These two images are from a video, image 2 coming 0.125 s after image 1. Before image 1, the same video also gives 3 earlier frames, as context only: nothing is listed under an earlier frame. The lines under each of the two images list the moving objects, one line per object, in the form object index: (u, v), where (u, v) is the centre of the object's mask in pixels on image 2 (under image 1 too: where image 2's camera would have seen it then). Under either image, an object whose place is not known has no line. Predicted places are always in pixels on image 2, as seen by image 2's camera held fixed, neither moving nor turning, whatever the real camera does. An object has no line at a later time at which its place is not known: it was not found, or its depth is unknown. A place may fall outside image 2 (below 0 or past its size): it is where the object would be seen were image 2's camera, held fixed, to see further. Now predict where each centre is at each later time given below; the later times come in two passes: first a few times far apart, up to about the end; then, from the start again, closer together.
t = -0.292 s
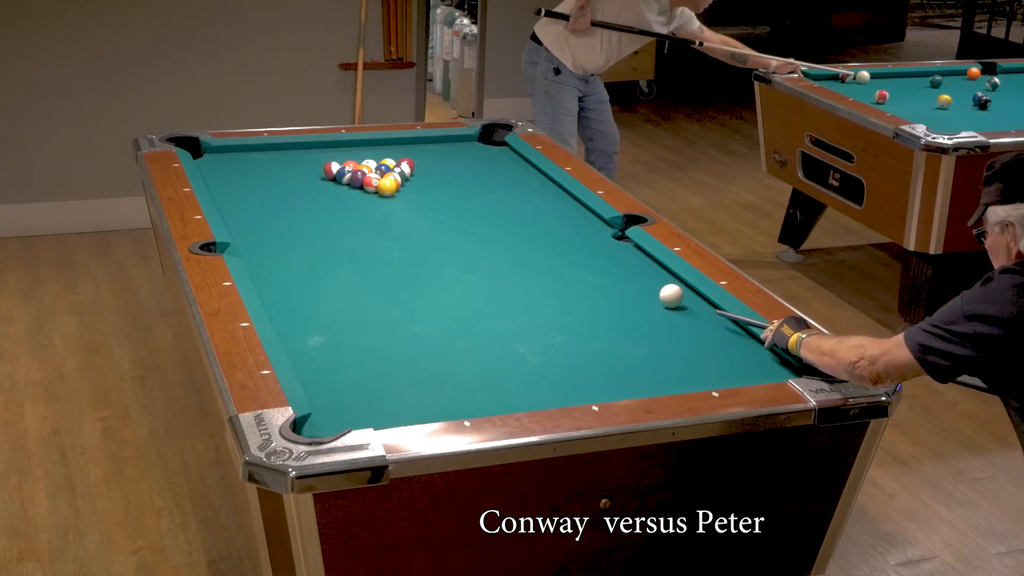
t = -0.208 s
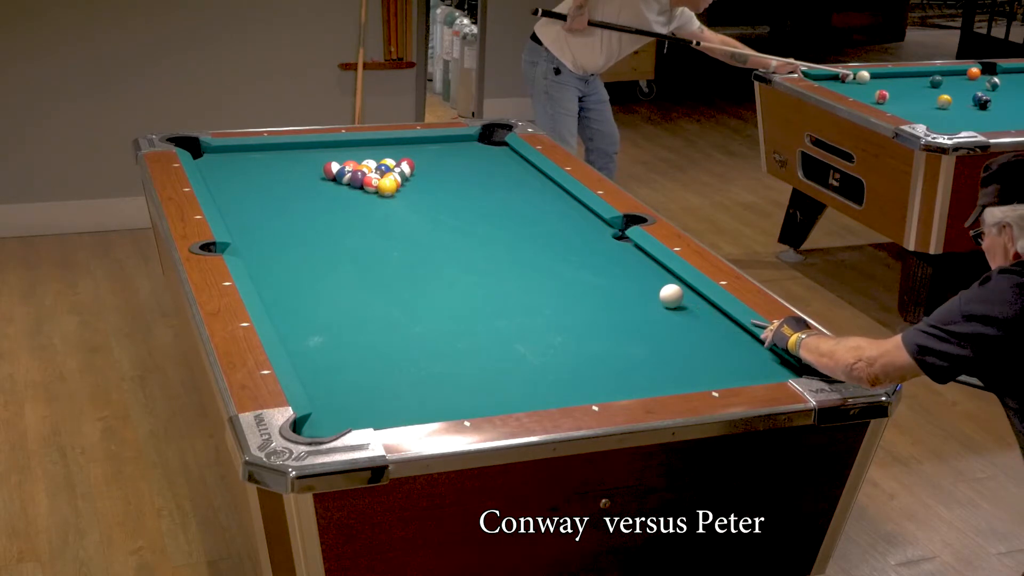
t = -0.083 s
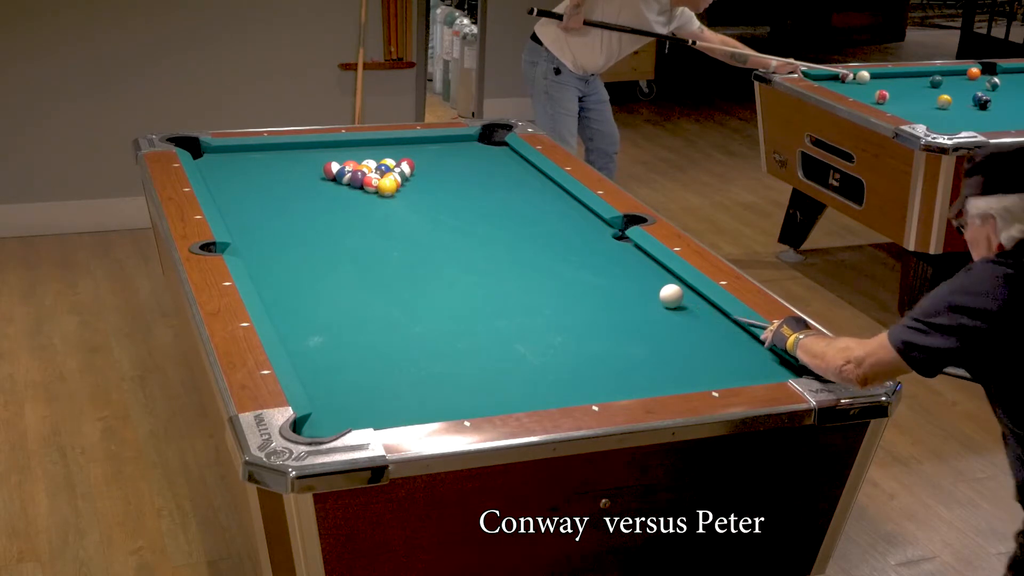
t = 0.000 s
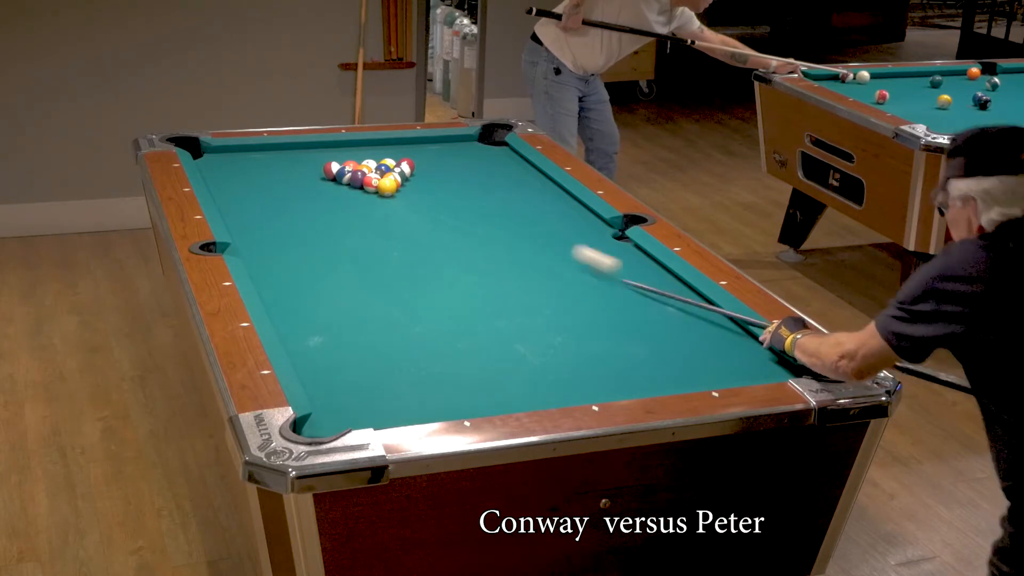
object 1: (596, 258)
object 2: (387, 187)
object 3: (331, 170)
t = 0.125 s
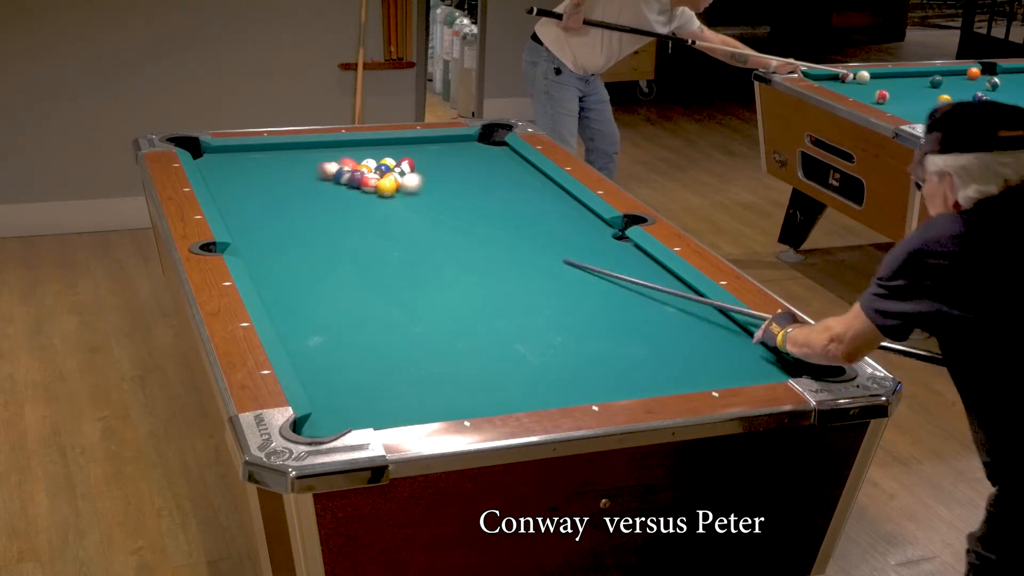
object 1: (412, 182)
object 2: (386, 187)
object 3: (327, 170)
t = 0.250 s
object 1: (470, 170)
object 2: (378, 194)
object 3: (243, 173)
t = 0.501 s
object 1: (487, 156)
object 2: (363, 207)
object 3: (245, 171)
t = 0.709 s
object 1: (433, 147)
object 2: (351, 219)
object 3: (229, 167)
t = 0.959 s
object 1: (378, 142)
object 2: (336, 233)
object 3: (214, 163)
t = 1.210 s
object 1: (342, 153)
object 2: (320, 247)
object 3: (203, 159)
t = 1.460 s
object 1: (303, 162)
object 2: (305, 261)
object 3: (204, 157)
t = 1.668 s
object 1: (271, 170)
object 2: (292, 272)
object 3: (207, 154)
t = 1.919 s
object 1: (232, 179)
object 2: (276, 287)
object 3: (210, 152)
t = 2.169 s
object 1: (229, 187)
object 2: (275, 298)
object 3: (212, 152)
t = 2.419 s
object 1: (257, 193)
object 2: (290, 306)
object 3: (214, 151)
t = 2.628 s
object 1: (280, 198)
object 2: (301, 312)
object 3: (215, 151)
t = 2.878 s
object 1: (306, 204)
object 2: (315, 318)
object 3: (215, 151)
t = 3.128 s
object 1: (331, 210)
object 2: (326, 324)
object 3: (215, 151)
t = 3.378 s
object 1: (356, 216)
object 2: (337, 330)
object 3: (215, 151)
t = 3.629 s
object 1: (380, 217)
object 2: (346, 334)
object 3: (215, 151)
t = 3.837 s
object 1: (399, 225)
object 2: (352, 337)
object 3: (215, 151)
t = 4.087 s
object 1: (420, 229)
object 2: (358, 341)
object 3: (215, 151)
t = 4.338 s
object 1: (440, 233)
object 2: (362, 343)
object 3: (215, 151)
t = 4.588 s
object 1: (459, 237)
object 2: (365, 344)
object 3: (215, 151)
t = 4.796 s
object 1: (473, 240)
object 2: (365, 345)
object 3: (215, 151)
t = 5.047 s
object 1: (488, 243)
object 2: (365, 345)
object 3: (215, 151)
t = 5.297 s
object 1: (502, 246)
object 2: (365, 345)
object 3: (215, 151)
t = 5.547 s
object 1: (514, 248)
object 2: (365, 345)
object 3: (215, 151)
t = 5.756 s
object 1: (523, 250)
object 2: (365, 345)
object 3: (215, 151)
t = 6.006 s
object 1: (531, 252)
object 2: (365, 345)
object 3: (215, 151)
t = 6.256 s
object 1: (538, 253)
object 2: (365, 344)
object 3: (215, 151)
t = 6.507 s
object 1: (543, 254)
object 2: (365, 345)
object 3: (215, 151)
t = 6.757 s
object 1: (546, 255)
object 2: (365, 345)
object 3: (215, 151)
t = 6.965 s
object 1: (546, 255)
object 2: (365, 345)
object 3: (215, 151)
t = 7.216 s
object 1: (546, 255)
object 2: (365, 345)
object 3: (215, 151)
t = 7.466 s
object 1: (546, 255)
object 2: (365, 345)
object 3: (215, 151)
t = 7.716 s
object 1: (546, 255)
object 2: (365, 345)
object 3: (215, 151)
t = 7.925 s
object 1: (546, 255)
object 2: (365, 345)
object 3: (215, 151)
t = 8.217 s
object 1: (546, 255)
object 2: (365, 345)
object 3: (215, 151)
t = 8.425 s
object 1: (546, 255)
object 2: (365, 345)
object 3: (215, 151)
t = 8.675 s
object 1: (546, 255)
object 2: (365, 345)
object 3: (215, 151)
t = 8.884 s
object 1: (546, 255)
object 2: (365, 345)
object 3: (215, 151)
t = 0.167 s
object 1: (431, 177)
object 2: (383, 190)
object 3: (301, 171)
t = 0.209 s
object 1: (451, 174)
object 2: (380, 192)
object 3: (271, 172)
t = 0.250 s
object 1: (470, 170)
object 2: (378, 194)
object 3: (243, 173)
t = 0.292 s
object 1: (489, 167)
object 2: (376, 197)
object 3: (219, 175)
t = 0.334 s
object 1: (505, 163)
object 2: (373, 199)
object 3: (216, 175)
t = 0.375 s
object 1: (521, 161)
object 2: (371, 201)
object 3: (231, 174)
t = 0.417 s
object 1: (511, 159)
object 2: (368, 203)
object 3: (245, 173)
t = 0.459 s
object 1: (498, 157)
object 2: (366, 205)
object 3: (251, 172)
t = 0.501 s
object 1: (487, 156)
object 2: (363, 207)
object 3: (245, 171)
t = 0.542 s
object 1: (476, 154)
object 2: (361, 210)
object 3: (240, 170)
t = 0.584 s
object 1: (465, 152)
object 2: (358, 212)
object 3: (236, 169)
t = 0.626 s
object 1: (454, 151)
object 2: (356, 214)
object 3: (233, 168)
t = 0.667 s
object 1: (444, 149)
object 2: (353, 216)
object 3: (231, 168)
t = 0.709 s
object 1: (433, 147)
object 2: (351, 219)
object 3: (229, 167)
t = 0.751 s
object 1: (422, 146)
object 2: (348, 221)
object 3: (226, 167)
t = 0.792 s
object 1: (414, 144)
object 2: (346, 223)
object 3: (224, 166)
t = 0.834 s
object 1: (401, 140)
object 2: (343, 226)
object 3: (221, 166)
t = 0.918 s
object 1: (385, 140)
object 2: (338, 230)
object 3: (217, 163)
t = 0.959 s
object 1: (378, 142)
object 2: (336, 233)
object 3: (214, 163)
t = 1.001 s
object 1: (373, 145)
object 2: (333, 235)
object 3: (212, 162)
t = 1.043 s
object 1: (367, 147)
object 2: (330, 237)
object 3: (210, 162)
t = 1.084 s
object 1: (360, 148)
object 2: (328, 240)
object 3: (208, 161)
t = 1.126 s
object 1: (354, 150)
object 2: (325, 242)
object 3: (206, 160)
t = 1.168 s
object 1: (348, 151)
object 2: (323, 244)
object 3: (204, 160)
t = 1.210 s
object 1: (342, 153)
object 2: (320, 247)
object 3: (203, 159)
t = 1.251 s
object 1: (335, 154)
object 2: (318, 249)
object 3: (202, 159)
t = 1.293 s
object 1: (329, 156)
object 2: (315, 251)
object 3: (203, 158)
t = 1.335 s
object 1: (323, 157)
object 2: (313, 253)
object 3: (203, 158)
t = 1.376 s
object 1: (316, 159)
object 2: (310, 256)
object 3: (203, 158)
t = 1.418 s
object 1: (310, 160)
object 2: (307, 258)
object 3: (204, 157)
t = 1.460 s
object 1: (303, 162)
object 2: (305, 261)
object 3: (204, 157)
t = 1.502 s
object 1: (297, 163)
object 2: (302, 263)
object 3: (205, 157)
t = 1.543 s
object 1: (291, 165)
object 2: (300, 265)
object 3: (205, 156)
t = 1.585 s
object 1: (284, 166)
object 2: (297, 268)
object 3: (206, 155)
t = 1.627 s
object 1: (278, 168)
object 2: (294, 270)
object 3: (207, 155)
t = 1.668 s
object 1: (271, 170)
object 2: (292, 272)
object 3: (207, 154)
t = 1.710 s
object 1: (265, 171)
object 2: (289, 275)
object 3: (208, 154)
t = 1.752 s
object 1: (258, 173)
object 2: (286, 277)
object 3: (208, 154)
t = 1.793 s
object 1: (252, 174)
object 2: (284, 279)
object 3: (209, 153)
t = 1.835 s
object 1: (245, 176)
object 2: (281, 282)
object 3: (209, 153)
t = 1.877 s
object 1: (239, 177)
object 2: (279, 284)
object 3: (210, 153)
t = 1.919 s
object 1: (232, 179)
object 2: (276, 287)
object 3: (210, 152)
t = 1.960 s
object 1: (226, 181)
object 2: (274, 289)
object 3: (210, 152)
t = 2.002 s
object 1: (219, 182)
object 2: (271, 291)
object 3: (211, 152)
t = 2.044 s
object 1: (215, 183)
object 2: (269, 293)
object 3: (211, 152)
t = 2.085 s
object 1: (219, 185)
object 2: (271, 295)
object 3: (211, 152)
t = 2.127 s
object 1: (224, 186)
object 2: (273, 297)
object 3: (212, 152)
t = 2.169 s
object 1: (229, 187)
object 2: (275, 298)
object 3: (212, 152)
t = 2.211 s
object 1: (233, 188)
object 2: (278, 299)
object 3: (212, 151)
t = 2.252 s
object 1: (238, 189)
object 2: (280, 300)
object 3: (212, 151)
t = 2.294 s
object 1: (243, 190)
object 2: (283, 302)
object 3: (213, 151)
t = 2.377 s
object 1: (252, 192)
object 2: (287, 305)
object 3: (213, 151)
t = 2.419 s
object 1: (257, 193)
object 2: (290, 306)
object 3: (214, 151)
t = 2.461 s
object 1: (262, 194)
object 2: (292, 307)
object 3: (214, 151)
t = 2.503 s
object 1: (266, 195)
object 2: (294, 308)
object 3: (214, 151)
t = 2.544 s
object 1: (271, 196)
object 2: (297, 309)
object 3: (214, 151)
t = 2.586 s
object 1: (275, 197)
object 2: (299, 310)
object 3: (215, 151)
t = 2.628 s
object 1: (280, 198)
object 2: (301, 312)
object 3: (215, 151)
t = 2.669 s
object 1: (284, 199)
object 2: (304, 313)
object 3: (215, 151)
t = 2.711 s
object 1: (289, 200)
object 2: (306, 314)
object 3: (215, 151)
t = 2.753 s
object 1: (293, 201)
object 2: (308, 315)
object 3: (215, 151)
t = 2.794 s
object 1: (297, 202)
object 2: (311, 316)
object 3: (215, 151)
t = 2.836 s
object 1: (302, 203)
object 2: (313, 317)
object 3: (215, 151)
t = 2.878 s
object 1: (306, 204)
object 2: (315, 318)
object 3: (215, 151)
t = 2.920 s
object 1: (310, 205)
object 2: (317, 319)
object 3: (215, 151)
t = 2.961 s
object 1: (314, 206)
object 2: (319, 320)
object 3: (215, 151)
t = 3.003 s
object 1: (319, 207)
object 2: (321, 321)
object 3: (215, 151)
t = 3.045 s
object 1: (323, 208)
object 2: (323, 322)
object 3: (215, 151)
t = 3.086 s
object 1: (327, 209)
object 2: (325, 324)
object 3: (215, 151)
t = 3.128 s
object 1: (331, 210)
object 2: (326, 324)
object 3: (215, 151)
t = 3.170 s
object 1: (336, 211)
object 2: (328, 325)
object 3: (215, 151)
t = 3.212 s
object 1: (340, 212)
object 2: (330, 326)
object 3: (215, 151)
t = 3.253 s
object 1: (344, 213)
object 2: (332, 327)
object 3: (215, 151)
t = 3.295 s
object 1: (348, 214)
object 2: (334, 328)
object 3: (215, 151)
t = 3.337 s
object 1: (352, 215)
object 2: (335, 329)
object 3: (215, 151)
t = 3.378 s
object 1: (356, 216)
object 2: (337, 330)
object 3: (215, 151)
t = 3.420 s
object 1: (360, 216)
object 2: (338, 331)
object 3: (215, 151)
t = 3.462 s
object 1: (364, 217)
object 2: (340, 331)
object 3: (215, 151)
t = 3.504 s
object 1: (367, 217)
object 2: (341, 332)
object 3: (215, 151)
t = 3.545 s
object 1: (371, 217)
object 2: (343, 333)
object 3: (215, 151)
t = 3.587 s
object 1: (375, 217)
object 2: (344, 334)
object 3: (215, 151)
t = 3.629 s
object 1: (380, 217)
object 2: (346, 334)
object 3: (215, 151)
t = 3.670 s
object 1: (385, 219)
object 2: (347, 335)
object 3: (215, 151)
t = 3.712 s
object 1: (389, 221)
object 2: (348, 336)
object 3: (215, 151)
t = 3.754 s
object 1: (393, 222)
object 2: (349, 337)
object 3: (215, 151)
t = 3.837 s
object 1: (399, 225)
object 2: (352, 337)
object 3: (215, 151)
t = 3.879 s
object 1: (402, 226)
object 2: (353, 338)
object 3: (215, 151)
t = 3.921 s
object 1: (406, 226)
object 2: (354, 338)
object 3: (215, 151)
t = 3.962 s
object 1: (410, 227)
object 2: (355, 339)
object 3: (215, 151)
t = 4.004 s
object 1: (413, 228)
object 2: (356, 340)
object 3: (215, 151)
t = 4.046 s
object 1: (417, 229)
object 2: (357, 340)
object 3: (215, 151)
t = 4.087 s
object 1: (420, 229)
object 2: (358, 341)
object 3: (215, 151)
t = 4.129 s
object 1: (423, 230)
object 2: (359, 341)
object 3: (215, 151)
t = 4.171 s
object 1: (427, 231)
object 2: (360, 341)
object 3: (215, 151)
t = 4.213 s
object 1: (430, 231)
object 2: (361, 341)
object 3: (215, 151)
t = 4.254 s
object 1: (433, 232)
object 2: (361, 342)
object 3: (215, 151)
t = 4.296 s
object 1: (437, 233)
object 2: (362, 342)
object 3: (215, 151)
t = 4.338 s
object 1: (440, 233)
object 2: (362, 343)
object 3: (215, 151)
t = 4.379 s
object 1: (443, 234)
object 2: (363, 343)
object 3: (215, 151)
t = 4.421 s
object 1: (446, 235)
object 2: (363, 343)
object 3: (215, 151)
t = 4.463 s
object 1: (449, 235)
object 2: (364, 344)
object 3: (215, 151)
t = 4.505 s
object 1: (453, 236)
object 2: (364, 344)
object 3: (215, 151)
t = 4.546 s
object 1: (456, 236)
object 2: (364, 344)
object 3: (215, 151)
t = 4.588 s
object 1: (459, 237)
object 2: (365, 344)
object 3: (215, 151)
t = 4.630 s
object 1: (462, 237)
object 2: (365, 344)
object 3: (215, 151)
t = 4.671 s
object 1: (465, 238)
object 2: (365, 345)
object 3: (215, 151)
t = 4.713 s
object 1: (467, 239)
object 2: (365, 344)
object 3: (215, 151)
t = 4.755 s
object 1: (470, 239)
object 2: (365, 345)
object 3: (215, 151)
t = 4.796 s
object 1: (473, 240)
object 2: (365, 345)
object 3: (215, 151)
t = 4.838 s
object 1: (476, 240)
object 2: (365, 345)
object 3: (215, 151)
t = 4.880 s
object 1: (478, 241)
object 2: (365, 345)
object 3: (215, 151)
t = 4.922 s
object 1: (481, 241)
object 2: (365, 345)
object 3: (215, 151)
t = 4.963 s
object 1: (483, 242)
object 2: (365, 345)
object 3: (215, 151)
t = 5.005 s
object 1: (486, 242)
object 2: (365, 345)
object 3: (215, 151)
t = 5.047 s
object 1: (488, 243)
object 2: (365, 345)
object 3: (215, 151)
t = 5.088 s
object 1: (490, 243)
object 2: (365, 345)
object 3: (215, 151)
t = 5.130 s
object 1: (493, 244)
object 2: (365, 345)
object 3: (215, 151)
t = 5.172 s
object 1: (495, 244)
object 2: (365, 345)
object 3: (215, 151)
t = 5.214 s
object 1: (497, 245)
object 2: (365, 345)
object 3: (215, 151)
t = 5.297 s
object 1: (502, 246)
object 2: (365, 345)
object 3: (215, 151)
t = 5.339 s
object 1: (504, 246)
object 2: (365, 345)
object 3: (215, 151)
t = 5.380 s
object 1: (506, 246)
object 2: (365, 345)
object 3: (215, 151)
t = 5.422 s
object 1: (508, 247)
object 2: (365, 344)
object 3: (215, 151)
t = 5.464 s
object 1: (510, 247)
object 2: (365, 345)
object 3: (215, 151)
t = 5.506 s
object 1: (512, 247)
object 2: (365, 345)
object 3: (215, 151)
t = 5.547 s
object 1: (514, 248)
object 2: (365, 345)
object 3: (215, 151)
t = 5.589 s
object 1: (516, 248)
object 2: (365, 345)
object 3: (215, 151)
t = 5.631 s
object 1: (518, 249)
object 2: (365, 345)
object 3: (215, 151)
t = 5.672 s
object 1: (519, 249)
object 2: (365, 344)
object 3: (215, 151)
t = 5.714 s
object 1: (521, 249)
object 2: (365, 344)
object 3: (215, 151)
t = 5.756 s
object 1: (523, 250)
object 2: (365, 345)
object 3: (215, 151)
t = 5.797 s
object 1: (524, 250)
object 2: (365, 345)
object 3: (215, 151)
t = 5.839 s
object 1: (526, 251)
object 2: (365, 345)
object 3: (215, 151)
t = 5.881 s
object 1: (527, 251)
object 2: (365, 345)
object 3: (215, 151)
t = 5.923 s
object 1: (528, 251)
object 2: (365, 344)
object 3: (215, 151)
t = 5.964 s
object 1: (530, 252)
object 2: (365, 345)
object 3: (215, 151)
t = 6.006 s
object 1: (531, 252)
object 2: (365, 345)
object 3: (215, 151)
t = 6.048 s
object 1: (532, 252)
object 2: (365, 345)
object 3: (215, 151)
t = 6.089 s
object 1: (534, 252)
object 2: (365, 344)
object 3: (215, 151)
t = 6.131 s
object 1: (535, 253)
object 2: (365, 344)
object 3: (215, 151)
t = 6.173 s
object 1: (536, 253)
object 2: (365, 345)
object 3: (215, 151)
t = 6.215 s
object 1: (537, 253)
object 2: (365, 345)
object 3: (215, 151)
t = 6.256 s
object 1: (538, 253)
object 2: (365, 344)
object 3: (215, 151)
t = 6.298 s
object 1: (539, 254)
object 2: (365, 345)
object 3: (215, 151)
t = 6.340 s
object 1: (540, 254)
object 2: (365, 345)
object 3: (215, 151)
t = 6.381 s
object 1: (541, 254)
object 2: (365, 345)
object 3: (215, 151)
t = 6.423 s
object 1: (542, 254)
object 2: (365, 344)
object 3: (215, 151)
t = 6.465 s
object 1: (542, 254)
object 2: (365, 345)
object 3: (215, 151)
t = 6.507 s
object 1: (543, 254)
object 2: (365, 345)
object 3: (215, 151)
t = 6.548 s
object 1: (544, 255)
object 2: (365, 345)
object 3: (215, 151)
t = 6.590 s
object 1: (544, 255)
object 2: (365, 344)
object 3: (215, 151)
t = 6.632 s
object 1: (545, 255)
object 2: (365, 344)
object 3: (215, 151)
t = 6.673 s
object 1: (545, 255)
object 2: (365, 345)
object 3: (215, 151)
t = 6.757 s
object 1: (546, 255)
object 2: (365, 345)
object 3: (215, 151)
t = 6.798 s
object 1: (546, 255)
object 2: (365, 345)
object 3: (215, 151)
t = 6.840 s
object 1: (546, 255)
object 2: (365, 345)
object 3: (215, 151)
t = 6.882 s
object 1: (546, 255)
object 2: (365, 345)
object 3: (215, 151)
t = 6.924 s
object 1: (546, 255)
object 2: (365, 345)
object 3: (215, 151)
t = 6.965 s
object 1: (546, 255)
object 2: (365, 345)
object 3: (215, 151)
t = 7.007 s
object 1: (546, 255)
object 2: (365, 345)
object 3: (215, 151)
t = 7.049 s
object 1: (546, 255)
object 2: (365, 345)
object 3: (215, 151)
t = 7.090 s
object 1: (546, 255)
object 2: (365, 345)
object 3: (215, 151)
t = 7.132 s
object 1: (546, 255)
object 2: (365, 345)
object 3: (215, 151)
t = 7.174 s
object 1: (546, 255)
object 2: (365, 345)
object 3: (215, 151)
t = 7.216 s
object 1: (546, 255)
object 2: (365, 345)
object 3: (215, 151)
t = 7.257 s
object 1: (546, 255)
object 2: (365, 345)
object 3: (215, 151)
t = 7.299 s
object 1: (546, 255)
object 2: (365, 345)
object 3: (215, 151)
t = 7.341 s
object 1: (546, 255)
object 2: (365, 345)
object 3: (215, 151)
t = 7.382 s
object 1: (546, 255)
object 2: (365, 345)
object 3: (215, 151)
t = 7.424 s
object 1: (546, 255)
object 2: (365, 345)
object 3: (215, 151)
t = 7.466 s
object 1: (546, 255)
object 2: (365, 345)
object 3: (215, 151)
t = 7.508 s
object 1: (546, 255)
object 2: (365, 345)
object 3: (215, 151)
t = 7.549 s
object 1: (546, 255)
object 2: (365, 345)
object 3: (215, 151)
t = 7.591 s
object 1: (546, 255)
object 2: (365, 345)
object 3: (215, 151)
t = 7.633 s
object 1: (546, 255)
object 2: (365, 345)
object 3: (215, 151)
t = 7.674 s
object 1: (546, 255)
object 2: (365, 345)
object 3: (215, 151)
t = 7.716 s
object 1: (546, 255)
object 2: (365, 345)
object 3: (215, 151)
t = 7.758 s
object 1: (546, 255)
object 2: (365, 345)
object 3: (215, 151)
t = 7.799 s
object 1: (546, 255)
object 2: (365, 345)
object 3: (215, 151)
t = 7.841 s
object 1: (546, 255)
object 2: (365, 345)
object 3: (215, 151)
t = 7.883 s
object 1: (546, 255)
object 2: (365, 345)
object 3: (215, 151)
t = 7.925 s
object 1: (546, 255)
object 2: (365, 345)
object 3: (215, 151)
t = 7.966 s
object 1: (546, 255)
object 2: (365, 345)
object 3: (215, 151)
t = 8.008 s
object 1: (546, 255)
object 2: (365, 345)
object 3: (215, 151)
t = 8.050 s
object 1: (546, 255)
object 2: (365, 345)
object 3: (215, 151)
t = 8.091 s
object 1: (546, 255)
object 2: (365, 345)
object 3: (215, 151)
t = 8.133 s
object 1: (546, 255)
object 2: (365, 345)
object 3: (215, 151)
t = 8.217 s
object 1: (546, 255)
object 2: (365, 345)
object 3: (215, 151)
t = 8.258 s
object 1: (546, 255)
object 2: (365, 345)
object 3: (215, 151)
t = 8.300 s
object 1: (546, 255)
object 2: (365, 345)
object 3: (215, 151)
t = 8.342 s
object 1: (546, 255)
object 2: (365, 345)
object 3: (215, 151)
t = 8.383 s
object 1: (546, 255)
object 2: (365, 345)
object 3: (215, 151)
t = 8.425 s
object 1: (546, 255)
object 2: (365, 345)
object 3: (215, 151)
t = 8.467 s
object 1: (546, 255)
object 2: (365, 345)
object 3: (215, 151)
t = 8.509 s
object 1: (546, 255)
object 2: (365, 344)
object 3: (215, 151)
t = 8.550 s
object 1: (546, 255)
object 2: (365, 345)
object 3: (215, 151)
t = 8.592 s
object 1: (546, 255)
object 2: (365, 345)
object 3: (215, 151)
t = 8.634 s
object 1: (546, 255)
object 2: (365, 345)
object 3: (215, 151)
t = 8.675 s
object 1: (546, 255)
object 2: (365, 345)
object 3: (215, 151)
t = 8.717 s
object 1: (546, 255)
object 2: (365, 345)
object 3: (215, 151)
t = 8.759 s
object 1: (546, 255)
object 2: (365, 345)
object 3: (215, 151)
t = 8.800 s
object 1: (546, 255)
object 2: (365, 345)
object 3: (215, 151)
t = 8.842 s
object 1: (546, 255)
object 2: (365, 345)
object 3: (215, 151)
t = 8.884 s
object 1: (546, 255)
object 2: (365, 345)
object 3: (215, 151)
